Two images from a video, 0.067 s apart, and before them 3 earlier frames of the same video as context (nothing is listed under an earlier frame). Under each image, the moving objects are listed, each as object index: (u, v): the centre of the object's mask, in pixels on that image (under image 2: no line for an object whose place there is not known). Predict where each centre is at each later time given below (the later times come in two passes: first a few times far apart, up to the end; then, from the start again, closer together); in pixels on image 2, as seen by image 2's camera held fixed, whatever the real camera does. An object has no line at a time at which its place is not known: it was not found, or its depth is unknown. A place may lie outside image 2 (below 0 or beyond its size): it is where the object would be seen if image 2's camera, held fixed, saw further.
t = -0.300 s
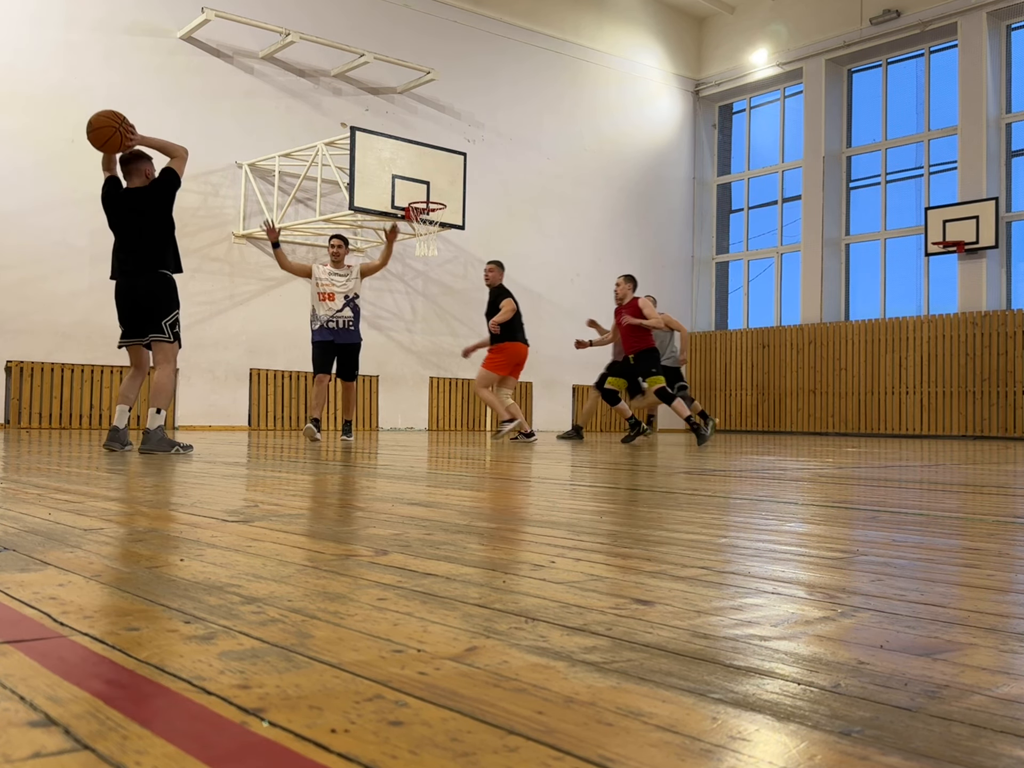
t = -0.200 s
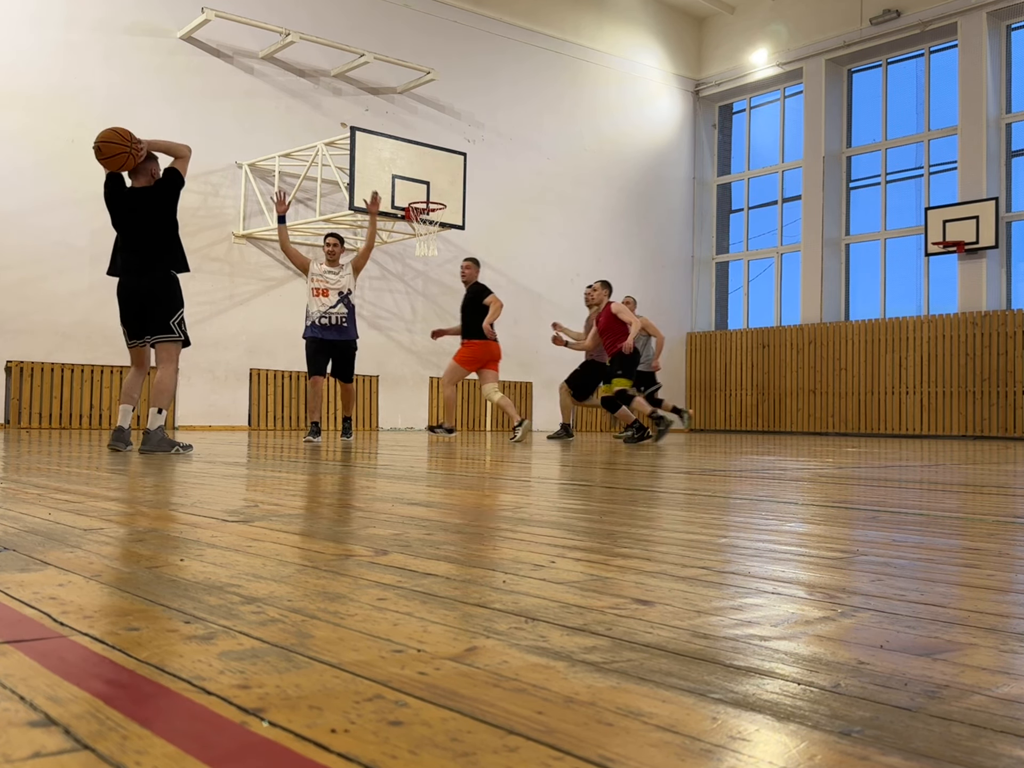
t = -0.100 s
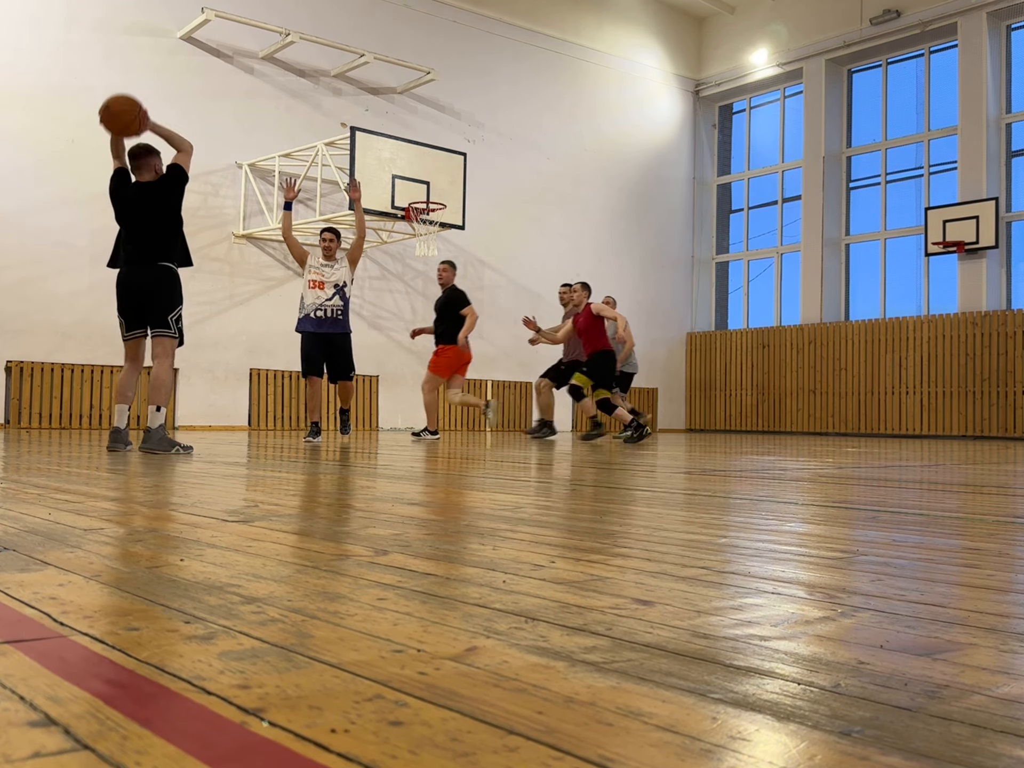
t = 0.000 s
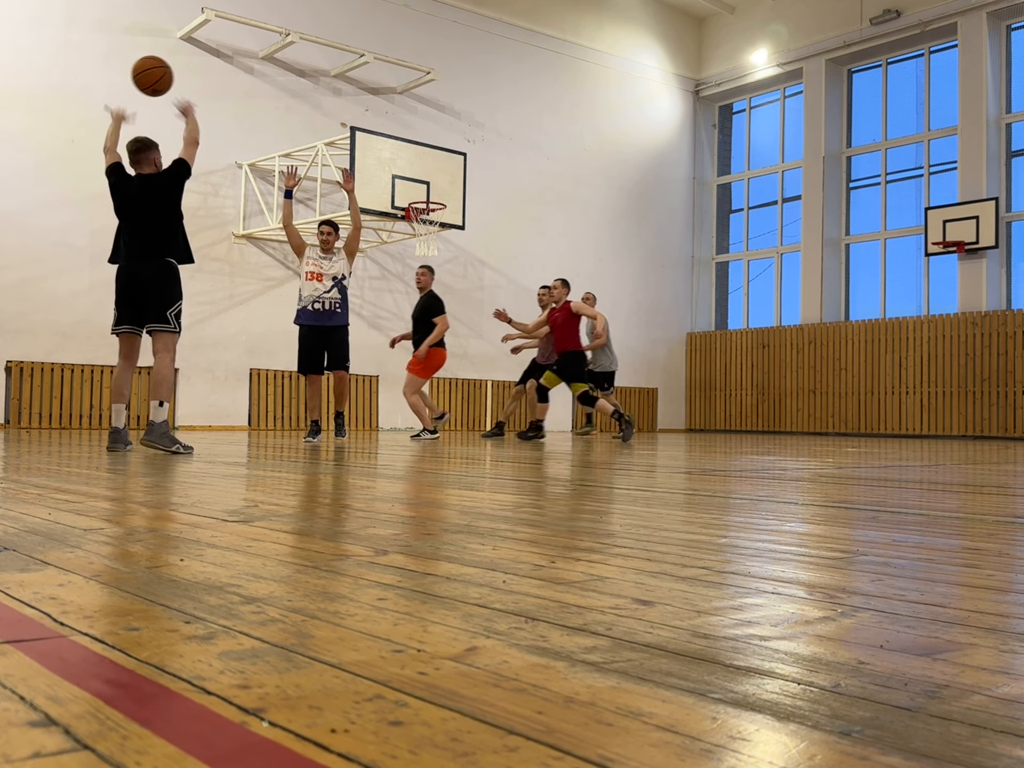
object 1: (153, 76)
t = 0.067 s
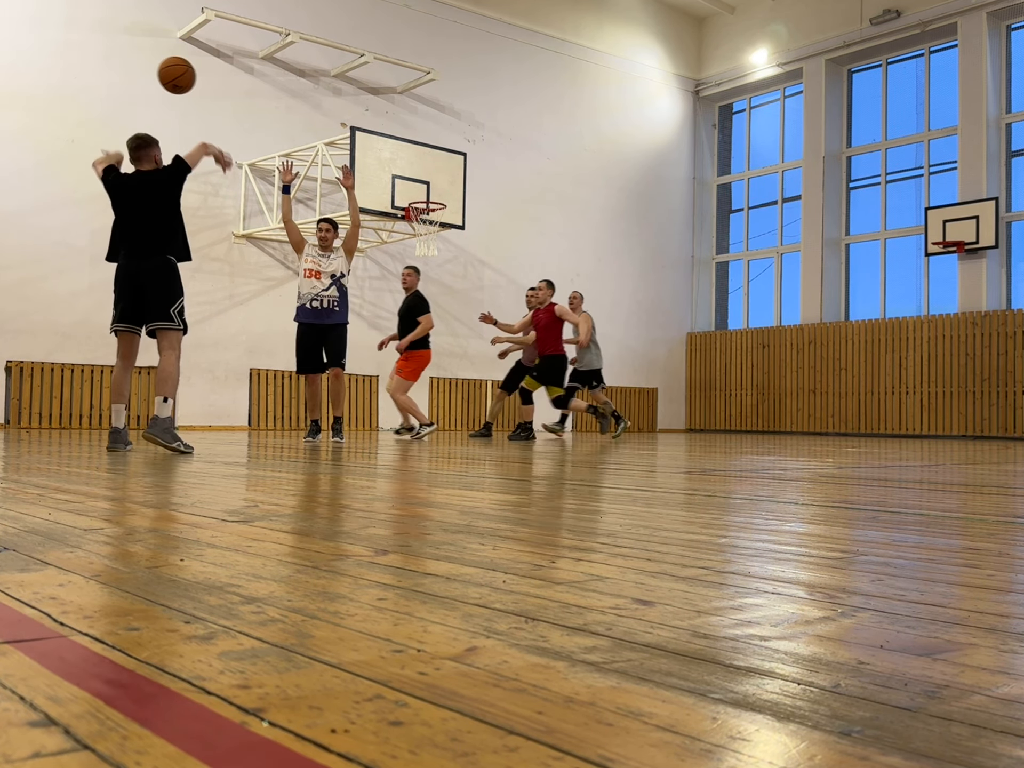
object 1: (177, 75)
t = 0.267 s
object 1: (231, 107)
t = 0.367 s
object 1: (250, 135)
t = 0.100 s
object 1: (188, 77)
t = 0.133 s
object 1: (197, 81)
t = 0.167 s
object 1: (207, 86)
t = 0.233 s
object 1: (223, 99)
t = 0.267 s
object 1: (231, 107)
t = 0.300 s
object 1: (238, 115)
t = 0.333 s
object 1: (244, 125)
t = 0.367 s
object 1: (250, 135)
